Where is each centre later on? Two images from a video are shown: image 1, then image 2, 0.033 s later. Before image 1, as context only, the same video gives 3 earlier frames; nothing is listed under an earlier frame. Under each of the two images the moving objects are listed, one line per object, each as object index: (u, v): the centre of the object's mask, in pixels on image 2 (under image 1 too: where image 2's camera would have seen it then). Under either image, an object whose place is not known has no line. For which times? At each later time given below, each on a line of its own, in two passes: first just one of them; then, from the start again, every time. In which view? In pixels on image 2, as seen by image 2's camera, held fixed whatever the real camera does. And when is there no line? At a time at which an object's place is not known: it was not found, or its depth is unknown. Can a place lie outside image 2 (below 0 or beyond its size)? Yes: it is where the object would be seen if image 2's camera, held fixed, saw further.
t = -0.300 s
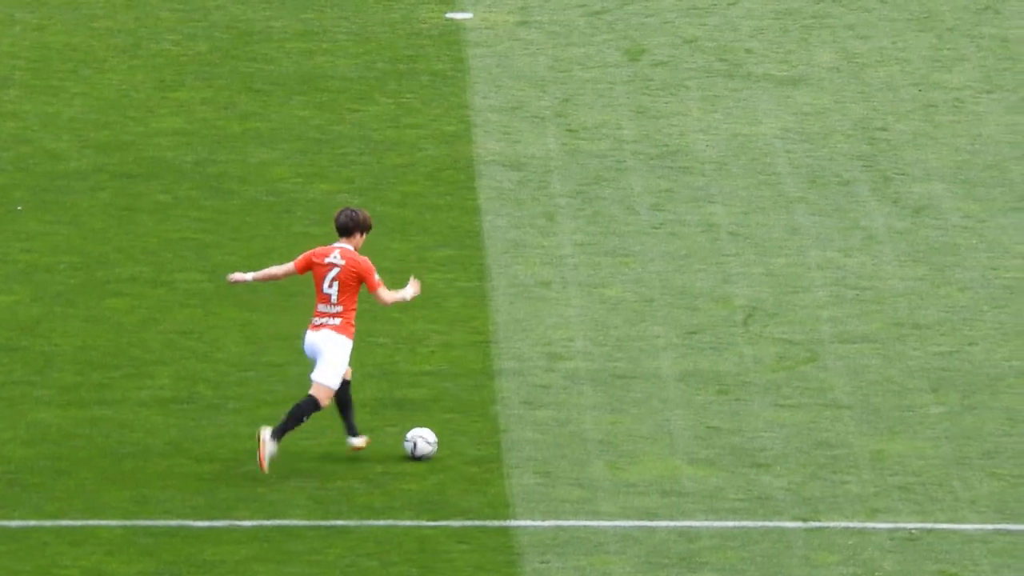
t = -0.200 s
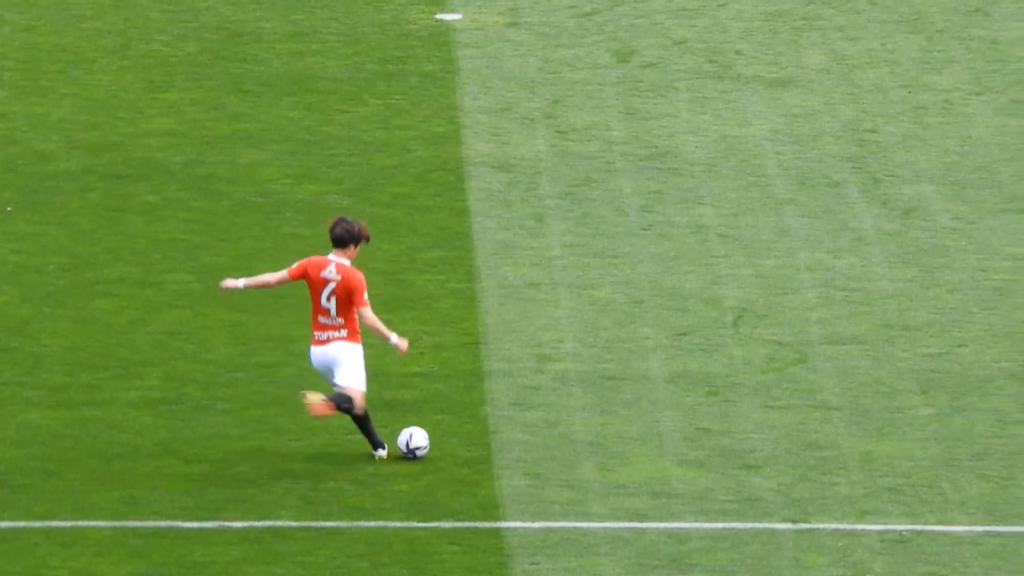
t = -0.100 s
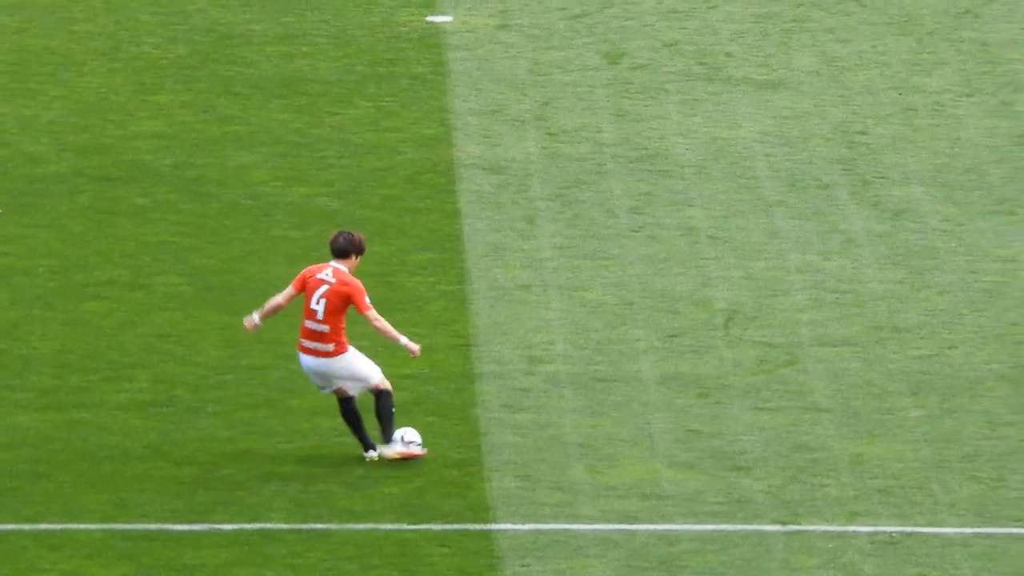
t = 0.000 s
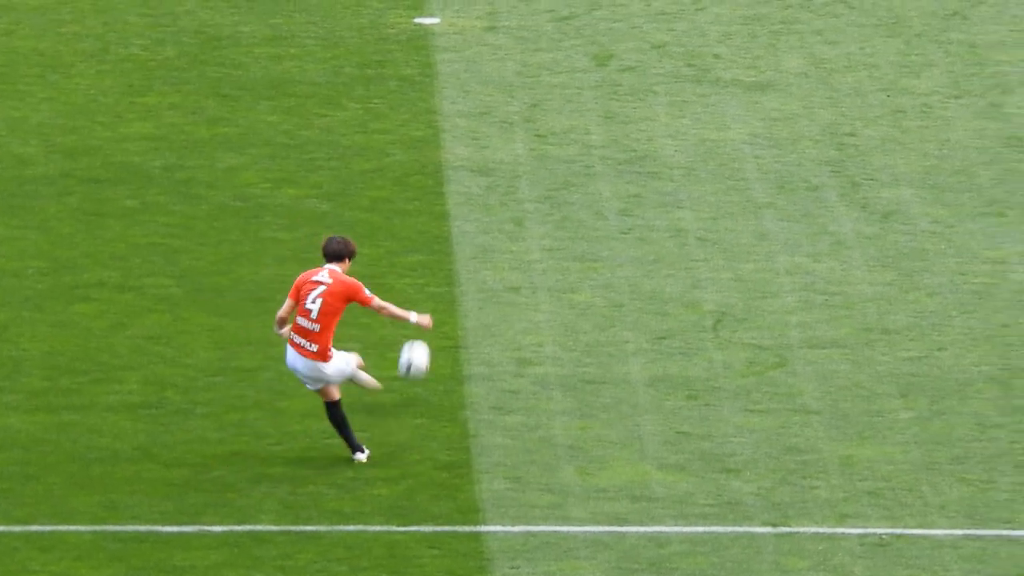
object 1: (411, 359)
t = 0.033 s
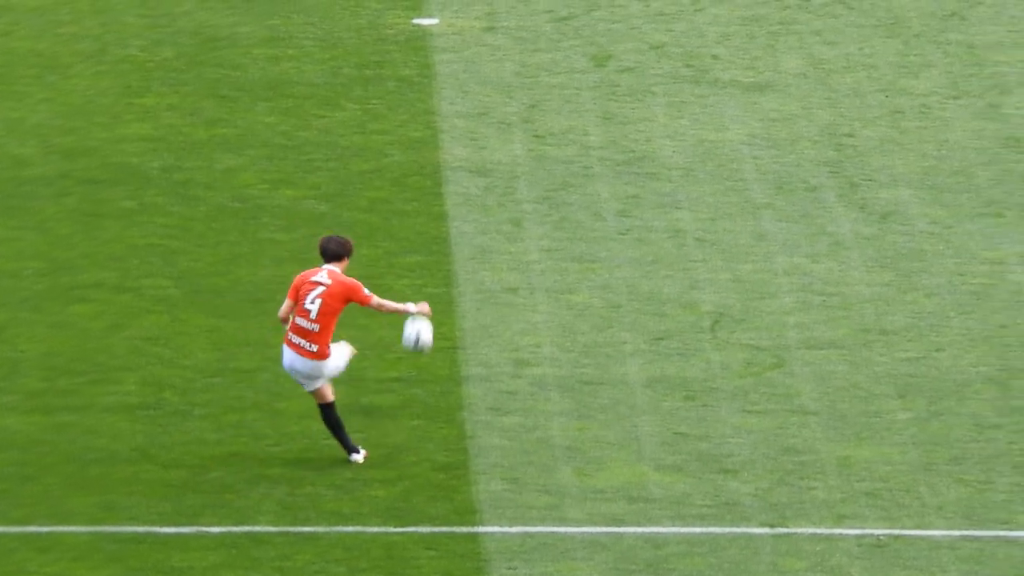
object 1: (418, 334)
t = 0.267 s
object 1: (432, 221)
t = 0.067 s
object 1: (424, 312)
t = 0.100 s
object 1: (427, 286)
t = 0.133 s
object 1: (428, 269)
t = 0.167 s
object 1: (431, 254)
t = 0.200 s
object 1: (433, 241)
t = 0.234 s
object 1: (432, 230)
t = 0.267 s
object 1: (432, 221)
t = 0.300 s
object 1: (432, 215)
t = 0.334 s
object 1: (431, 196)
